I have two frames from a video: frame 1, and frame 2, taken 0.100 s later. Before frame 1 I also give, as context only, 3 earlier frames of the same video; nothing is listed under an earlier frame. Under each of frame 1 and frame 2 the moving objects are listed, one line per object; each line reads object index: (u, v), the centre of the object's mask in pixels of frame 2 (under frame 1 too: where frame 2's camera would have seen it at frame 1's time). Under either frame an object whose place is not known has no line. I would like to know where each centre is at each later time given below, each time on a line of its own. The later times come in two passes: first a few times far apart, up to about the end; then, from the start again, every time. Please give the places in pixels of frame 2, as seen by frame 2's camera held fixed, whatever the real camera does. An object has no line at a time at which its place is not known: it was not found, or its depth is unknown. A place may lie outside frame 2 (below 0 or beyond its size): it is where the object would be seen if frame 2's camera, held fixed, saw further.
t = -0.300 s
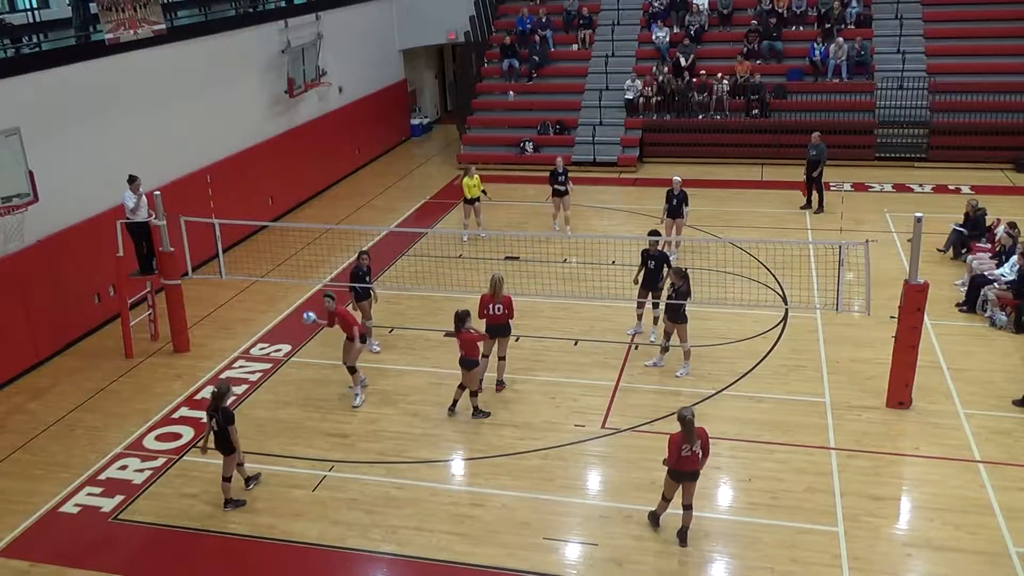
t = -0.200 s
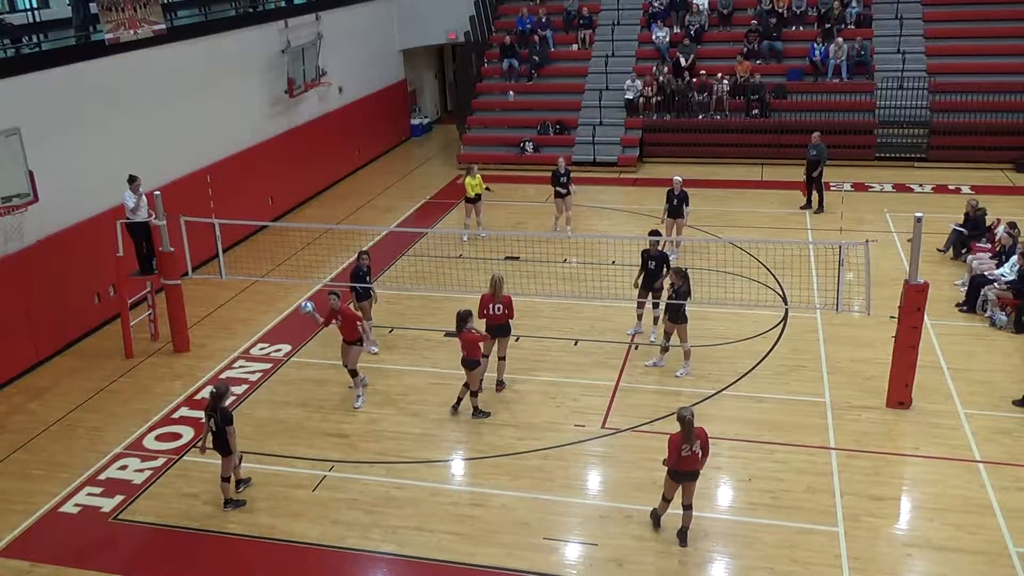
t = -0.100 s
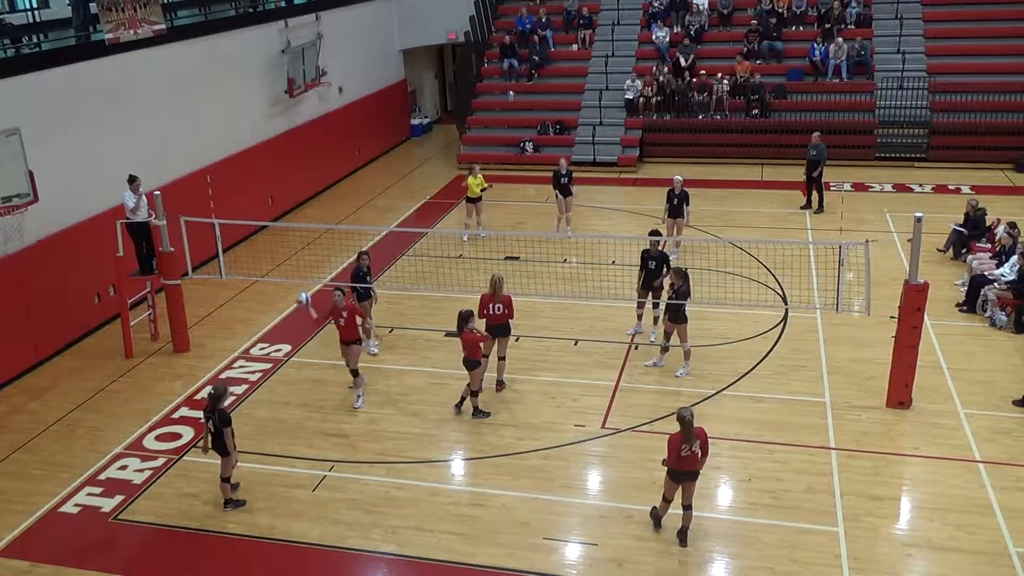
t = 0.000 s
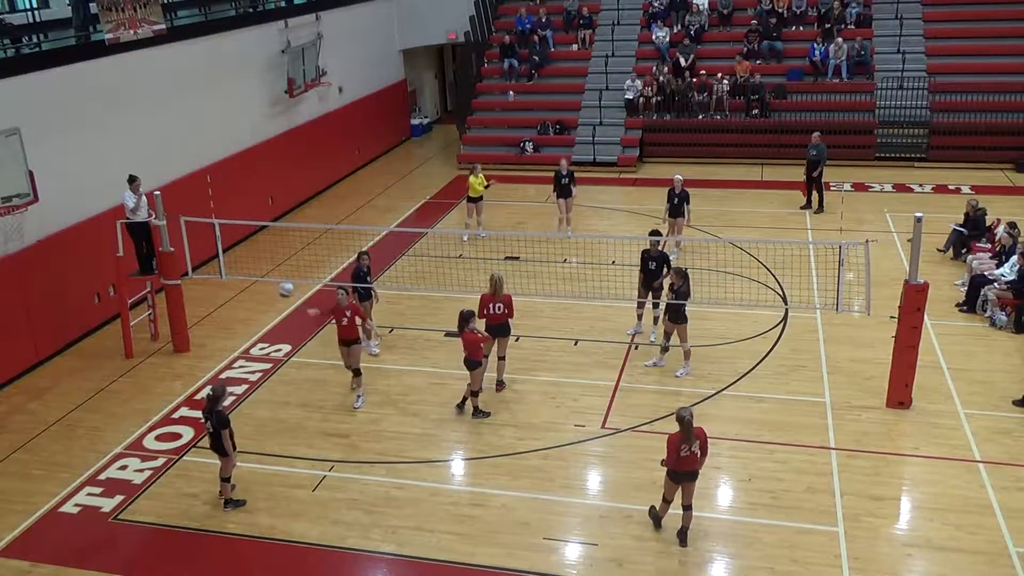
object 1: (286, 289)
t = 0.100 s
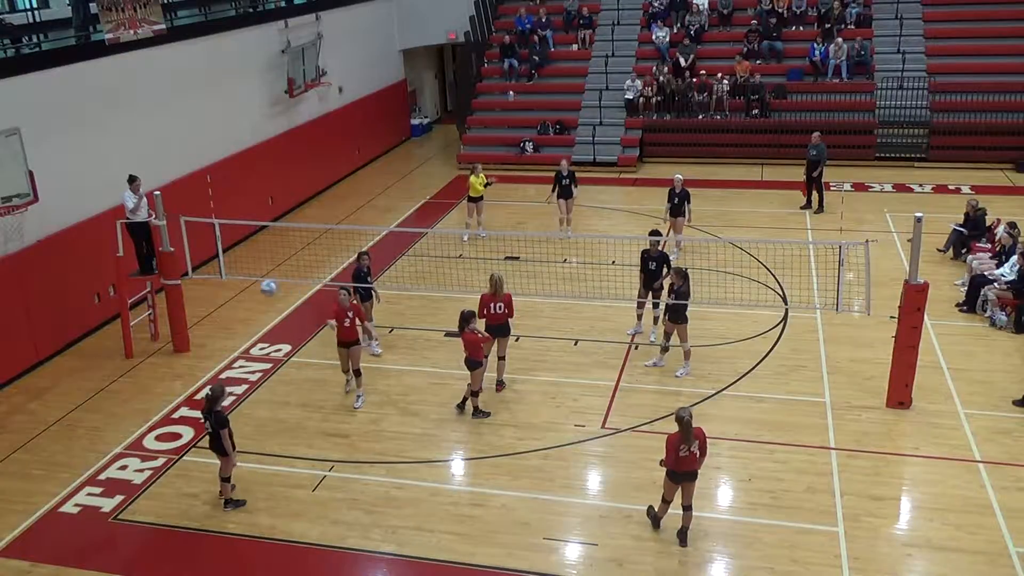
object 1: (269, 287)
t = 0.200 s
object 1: (250, 293)
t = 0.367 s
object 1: (215, 324)
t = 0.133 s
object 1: (263, 289)
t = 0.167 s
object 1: (256, 290)
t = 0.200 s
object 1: (250, 293)
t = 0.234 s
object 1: (244, 298)
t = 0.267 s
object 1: (237, 302)
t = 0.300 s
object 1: (230, 308)
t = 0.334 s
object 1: (223, 315)
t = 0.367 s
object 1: (215, 324)
